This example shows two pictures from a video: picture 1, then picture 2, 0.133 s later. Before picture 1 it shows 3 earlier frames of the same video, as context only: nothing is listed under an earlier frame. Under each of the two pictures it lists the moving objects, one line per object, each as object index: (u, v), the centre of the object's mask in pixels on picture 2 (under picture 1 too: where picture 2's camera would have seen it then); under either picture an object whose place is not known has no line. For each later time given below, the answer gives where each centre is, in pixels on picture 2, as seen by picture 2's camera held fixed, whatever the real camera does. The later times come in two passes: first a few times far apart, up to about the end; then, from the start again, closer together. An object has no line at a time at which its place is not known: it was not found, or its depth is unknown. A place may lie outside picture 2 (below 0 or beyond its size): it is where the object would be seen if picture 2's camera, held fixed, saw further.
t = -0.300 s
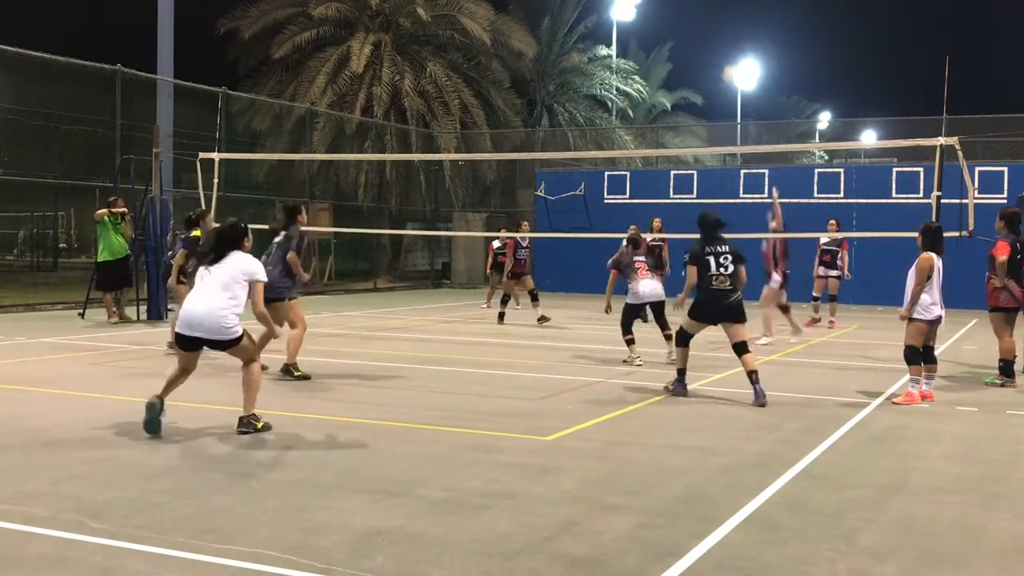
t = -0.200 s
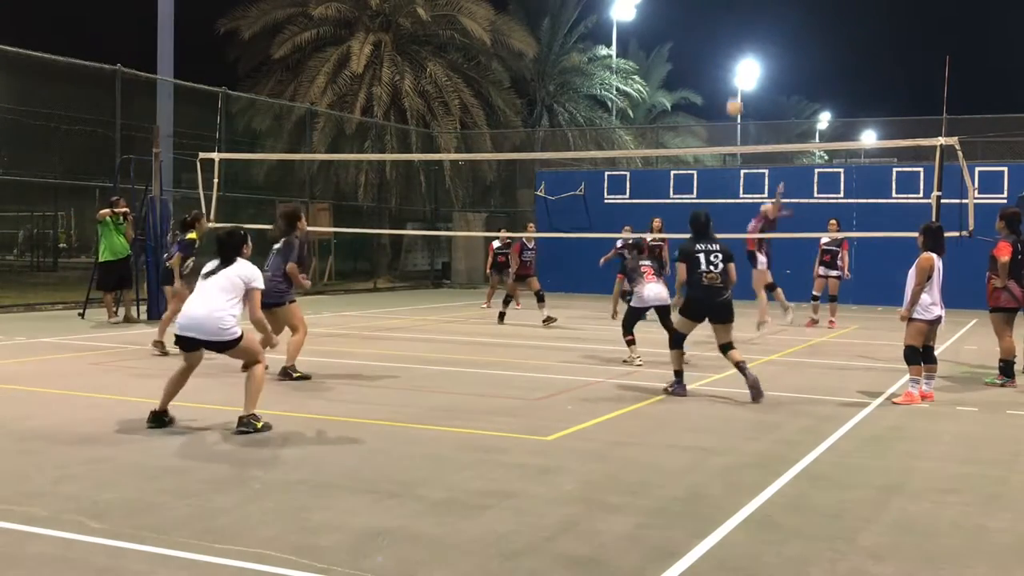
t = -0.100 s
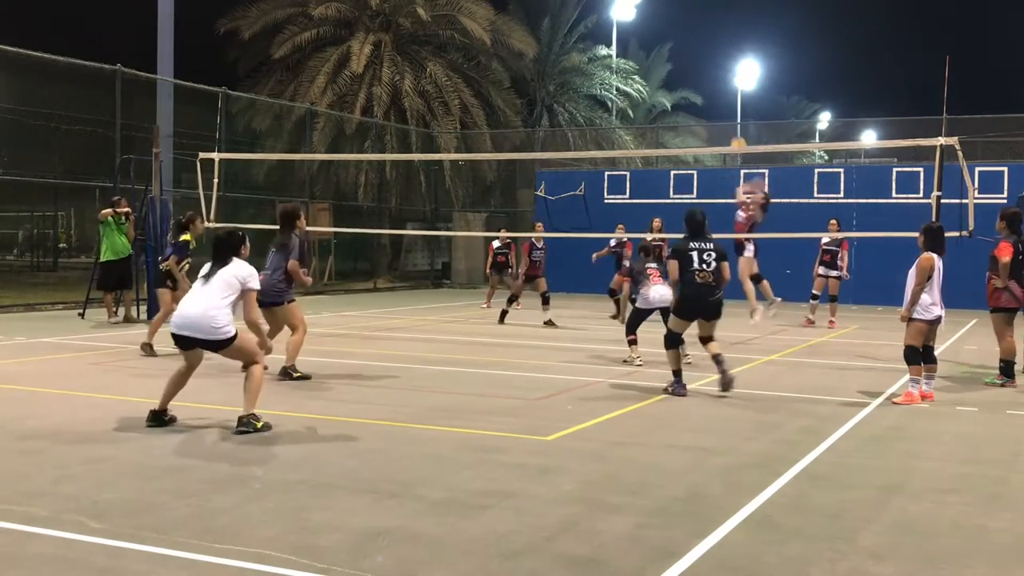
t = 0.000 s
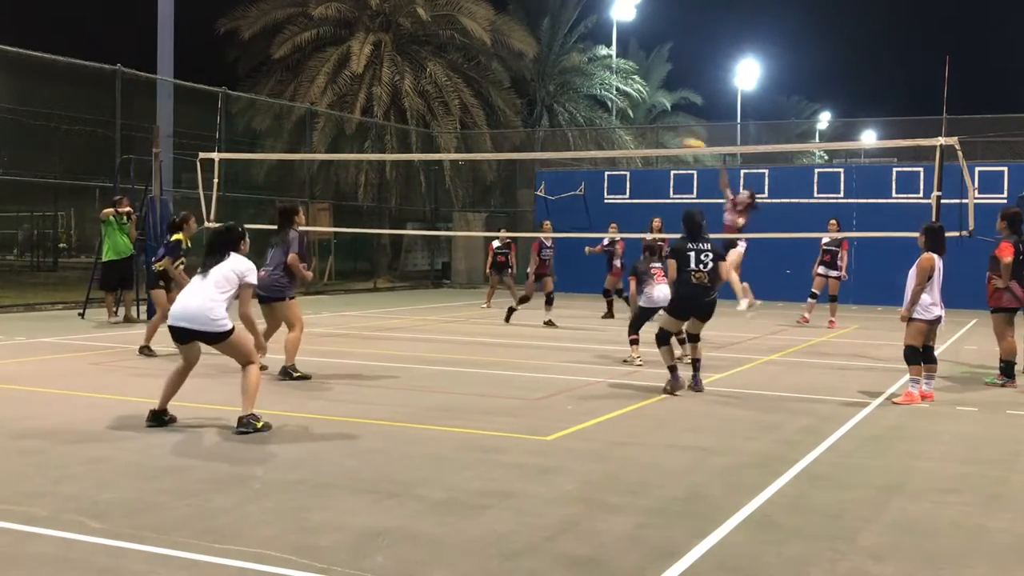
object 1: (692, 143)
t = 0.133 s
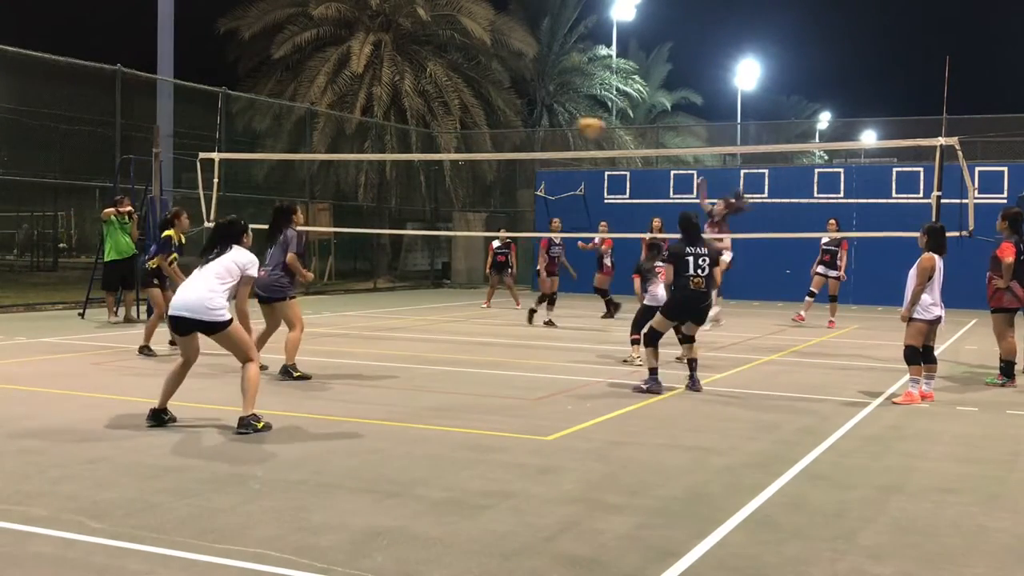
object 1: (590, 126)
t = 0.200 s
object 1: (533, 121)
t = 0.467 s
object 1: (247, 166)
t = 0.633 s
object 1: (12, 259)
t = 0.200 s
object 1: (533, 121)
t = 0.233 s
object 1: (503, 123)
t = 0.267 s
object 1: (471, 122)
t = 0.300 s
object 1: (438, 126)
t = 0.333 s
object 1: (403, 129)
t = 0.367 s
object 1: (367, 136)
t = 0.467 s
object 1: (247, 166)
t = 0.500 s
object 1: (201, 179)
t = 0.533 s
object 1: (155, 195)
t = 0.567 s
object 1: (102, 214)
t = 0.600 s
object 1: (54, 238)
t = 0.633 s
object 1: (12, 259)
